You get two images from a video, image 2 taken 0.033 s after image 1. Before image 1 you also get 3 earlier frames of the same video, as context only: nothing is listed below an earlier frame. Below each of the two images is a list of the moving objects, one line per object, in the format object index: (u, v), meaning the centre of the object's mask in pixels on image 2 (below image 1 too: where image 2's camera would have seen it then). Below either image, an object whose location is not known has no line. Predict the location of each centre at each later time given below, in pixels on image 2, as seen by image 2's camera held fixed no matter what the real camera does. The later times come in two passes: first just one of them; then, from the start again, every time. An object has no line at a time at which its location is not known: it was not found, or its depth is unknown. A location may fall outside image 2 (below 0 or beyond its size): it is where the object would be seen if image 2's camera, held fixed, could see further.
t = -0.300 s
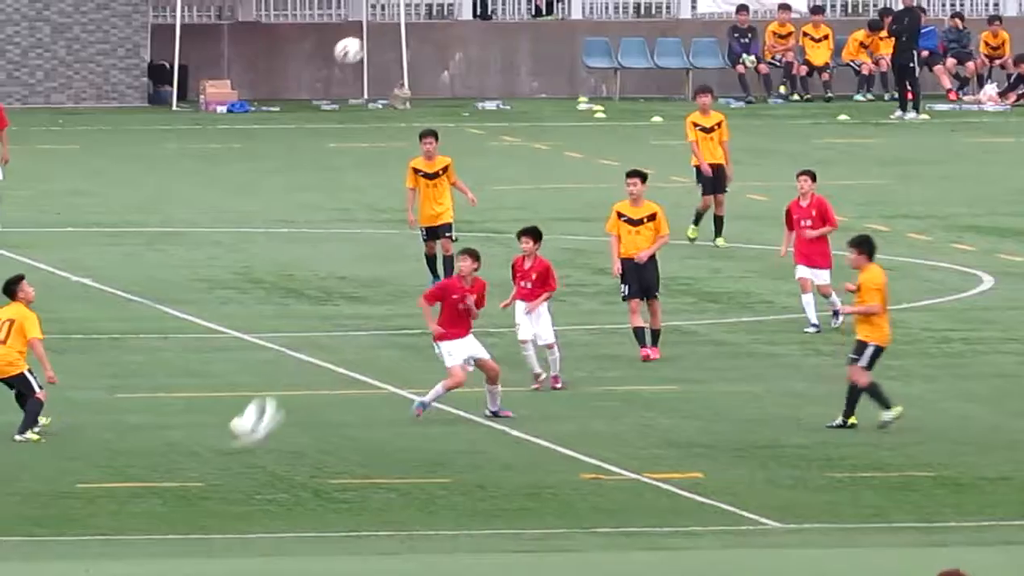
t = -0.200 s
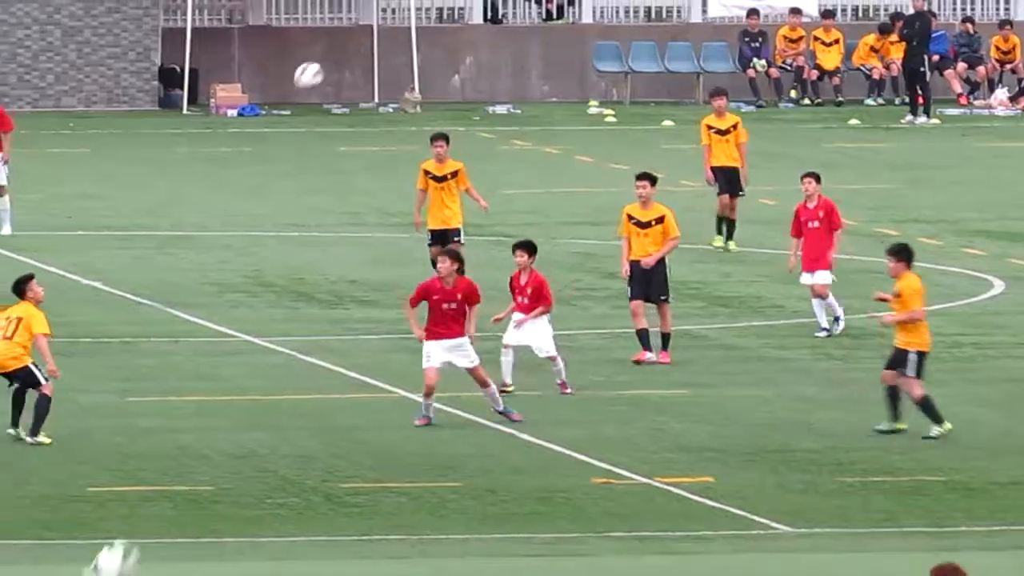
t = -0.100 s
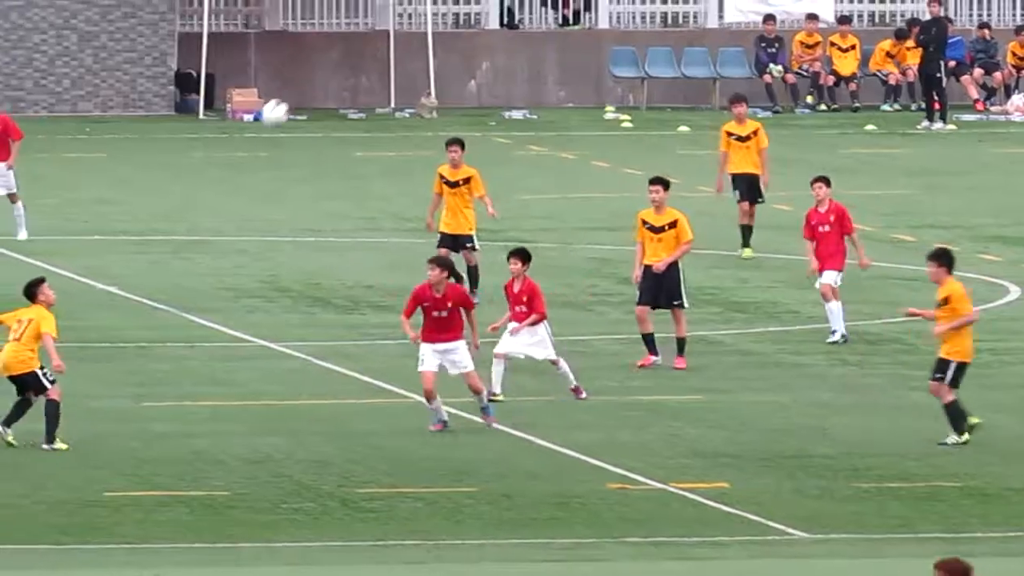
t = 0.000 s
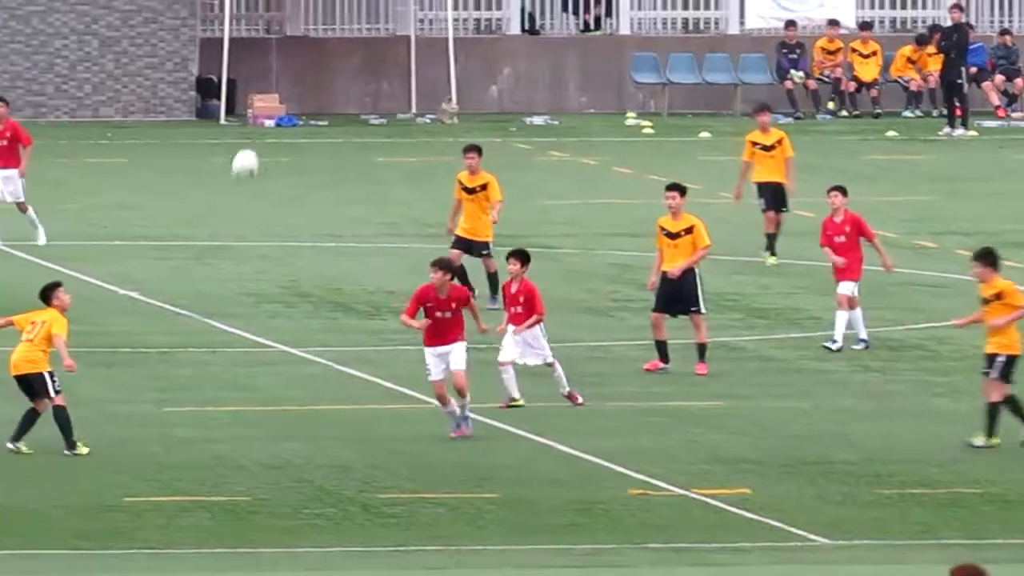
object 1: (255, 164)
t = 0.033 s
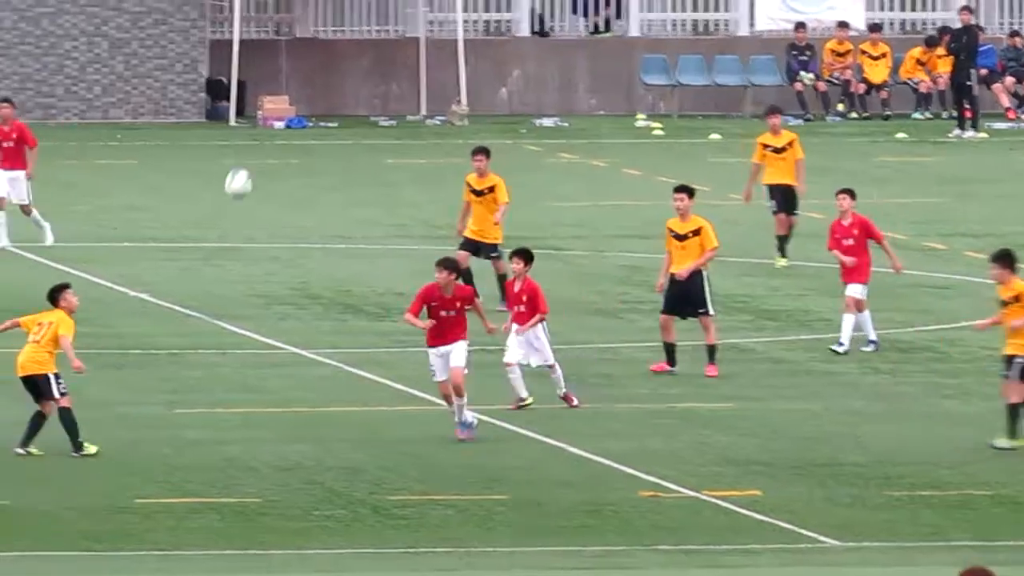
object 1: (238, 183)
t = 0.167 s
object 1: (169, 266)
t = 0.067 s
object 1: (221, 202)
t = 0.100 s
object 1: (204, 223)
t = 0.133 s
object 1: (189, 244)
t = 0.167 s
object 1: (169, 266)
